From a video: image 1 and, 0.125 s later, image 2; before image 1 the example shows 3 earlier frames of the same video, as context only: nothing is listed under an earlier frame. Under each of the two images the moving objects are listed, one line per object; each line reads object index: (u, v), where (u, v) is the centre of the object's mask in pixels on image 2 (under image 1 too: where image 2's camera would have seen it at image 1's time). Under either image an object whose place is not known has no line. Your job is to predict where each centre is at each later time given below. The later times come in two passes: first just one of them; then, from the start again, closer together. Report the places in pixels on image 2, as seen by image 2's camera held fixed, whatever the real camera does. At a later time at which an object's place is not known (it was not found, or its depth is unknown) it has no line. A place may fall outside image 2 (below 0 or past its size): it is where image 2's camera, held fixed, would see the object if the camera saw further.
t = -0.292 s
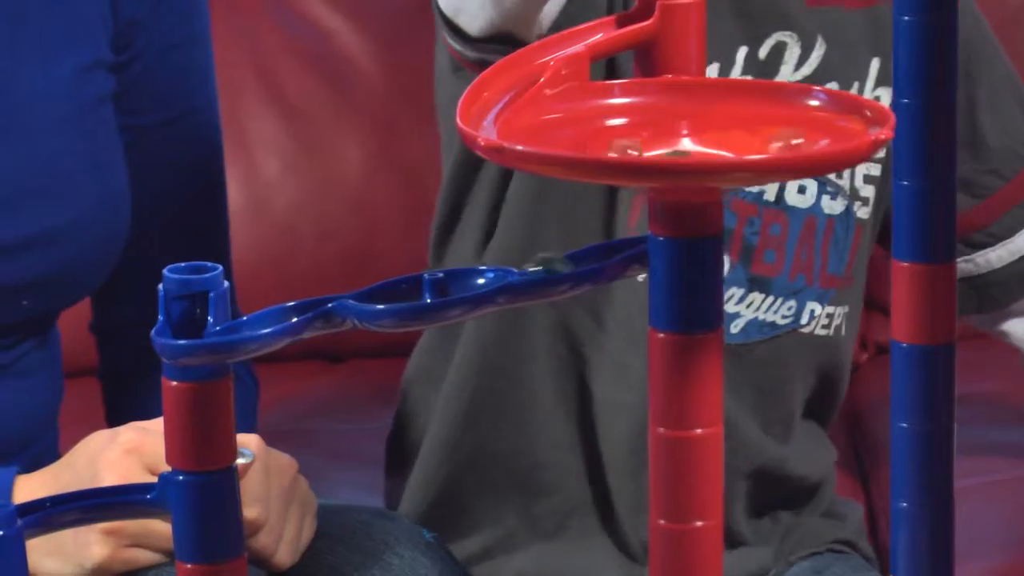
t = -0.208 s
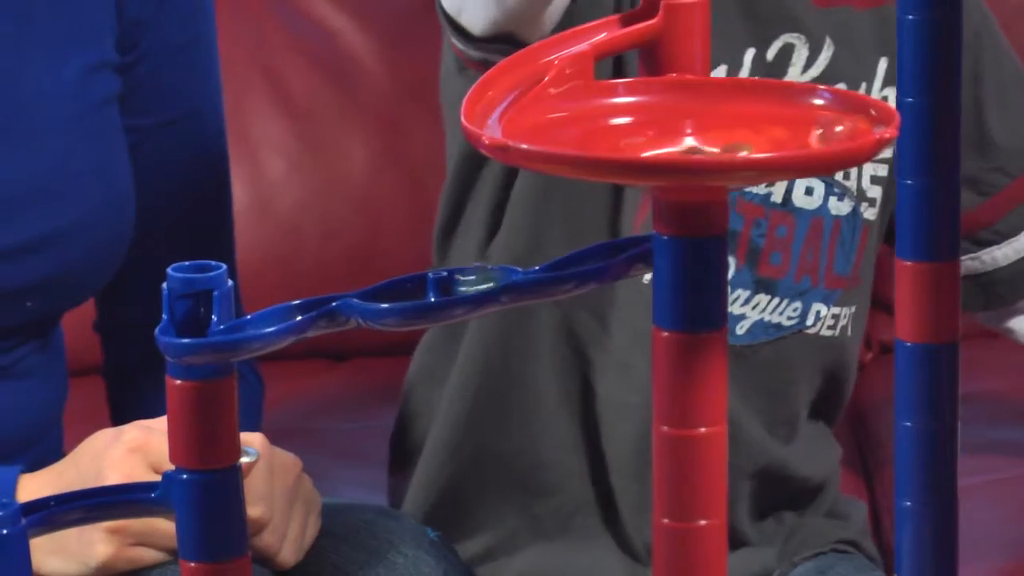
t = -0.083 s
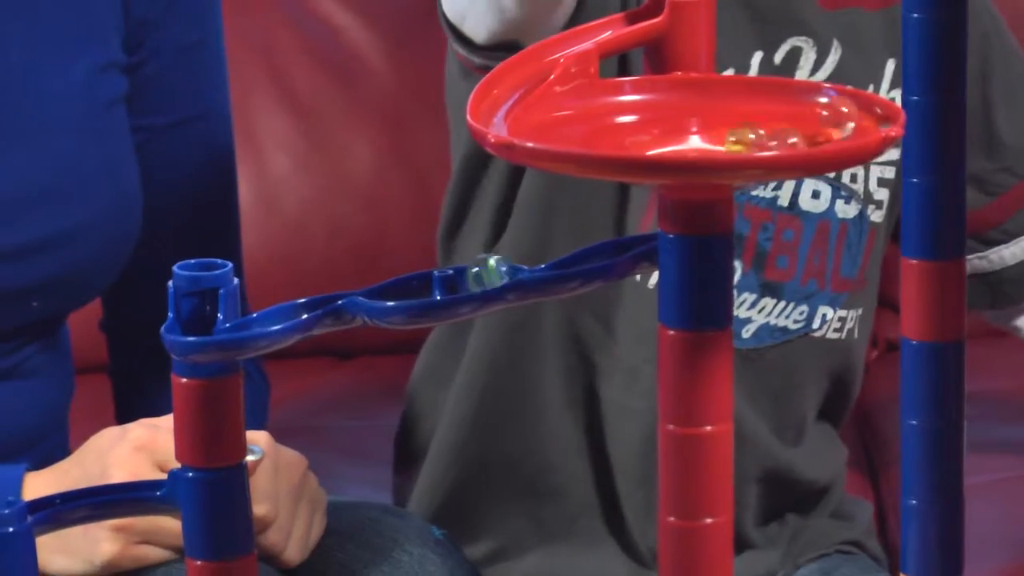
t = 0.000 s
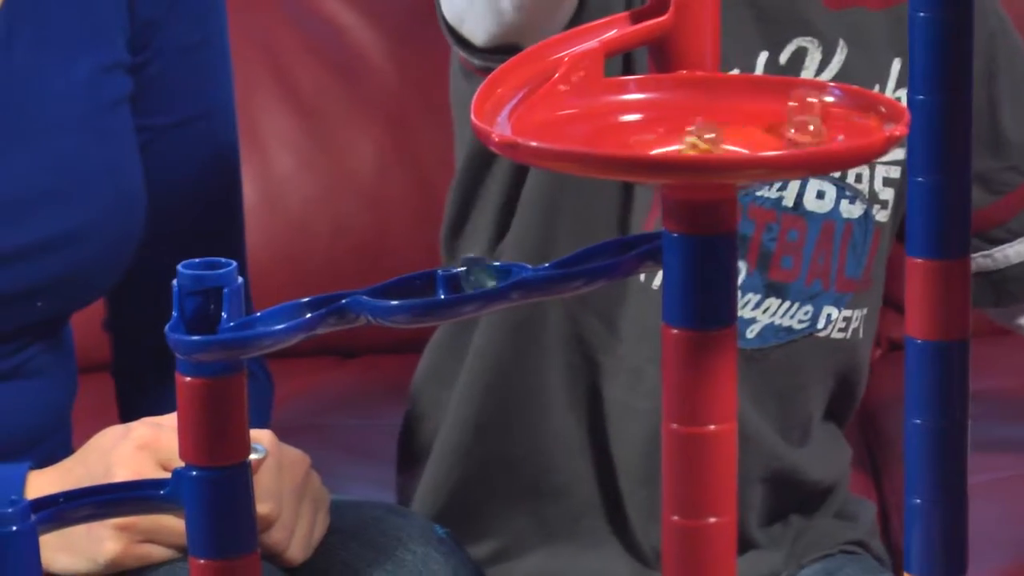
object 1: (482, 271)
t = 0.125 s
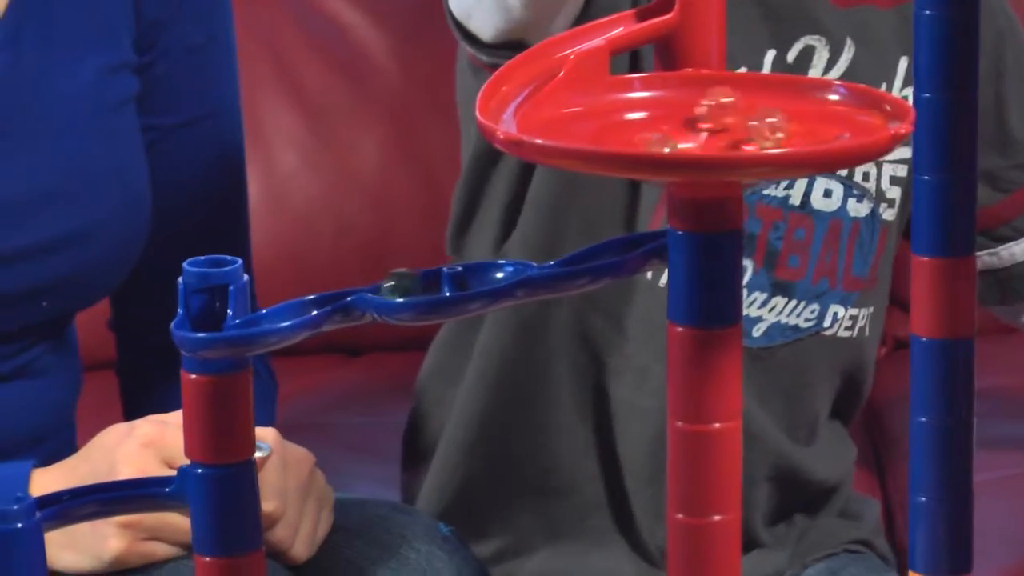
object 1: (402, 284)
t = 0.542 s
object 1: (198, 322)
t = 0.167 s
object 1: (380, 284)
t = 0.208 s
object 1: (380, 285)
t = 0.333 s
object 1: (318, 299)
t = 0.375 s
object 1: (297, 307)
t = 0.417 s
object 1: (276, 313)
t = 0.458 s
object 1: (247, 319)
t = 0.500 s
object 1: (215, 323)
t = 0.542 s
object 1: (198, 322)
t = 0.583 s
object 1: (203, 319)
